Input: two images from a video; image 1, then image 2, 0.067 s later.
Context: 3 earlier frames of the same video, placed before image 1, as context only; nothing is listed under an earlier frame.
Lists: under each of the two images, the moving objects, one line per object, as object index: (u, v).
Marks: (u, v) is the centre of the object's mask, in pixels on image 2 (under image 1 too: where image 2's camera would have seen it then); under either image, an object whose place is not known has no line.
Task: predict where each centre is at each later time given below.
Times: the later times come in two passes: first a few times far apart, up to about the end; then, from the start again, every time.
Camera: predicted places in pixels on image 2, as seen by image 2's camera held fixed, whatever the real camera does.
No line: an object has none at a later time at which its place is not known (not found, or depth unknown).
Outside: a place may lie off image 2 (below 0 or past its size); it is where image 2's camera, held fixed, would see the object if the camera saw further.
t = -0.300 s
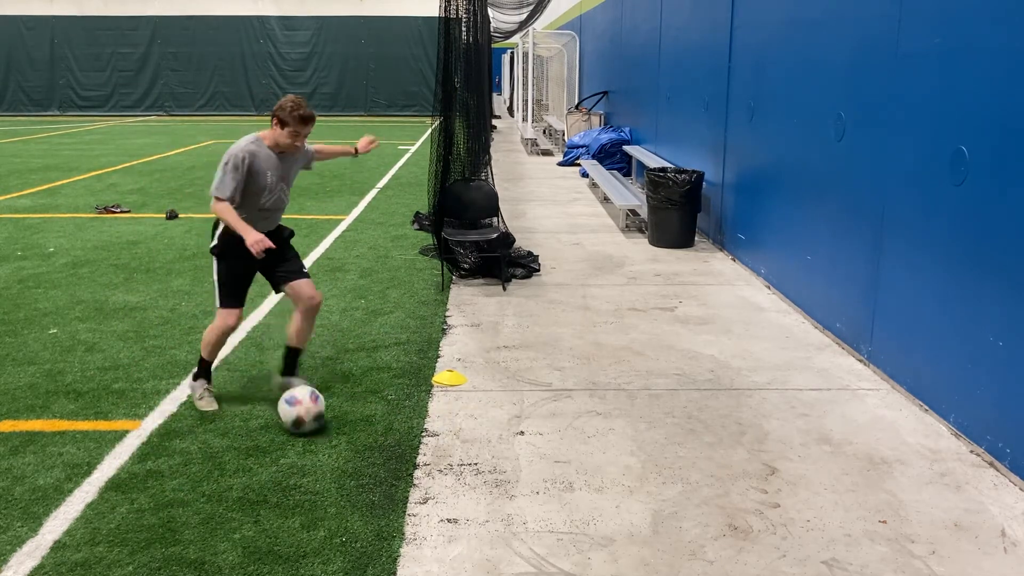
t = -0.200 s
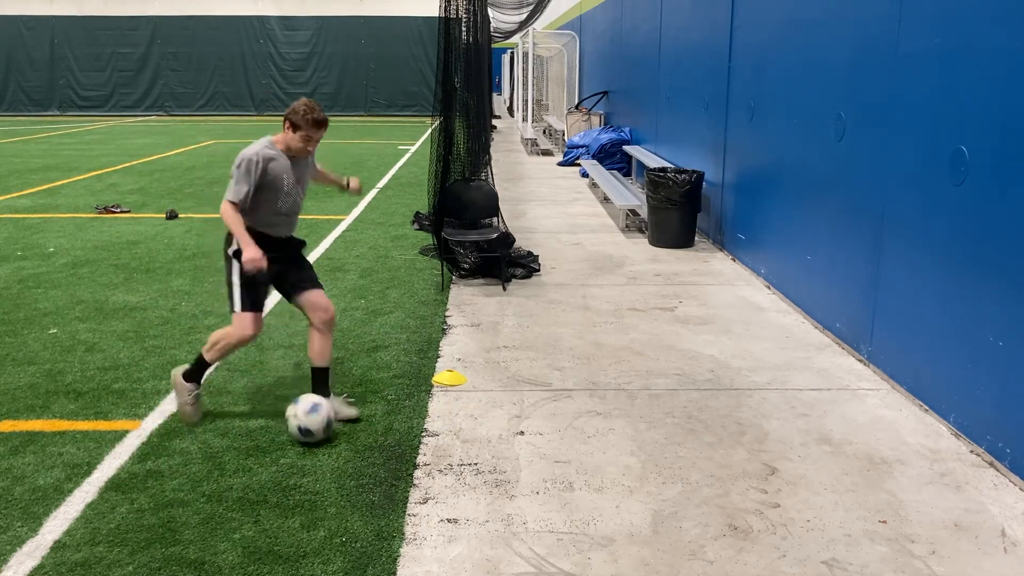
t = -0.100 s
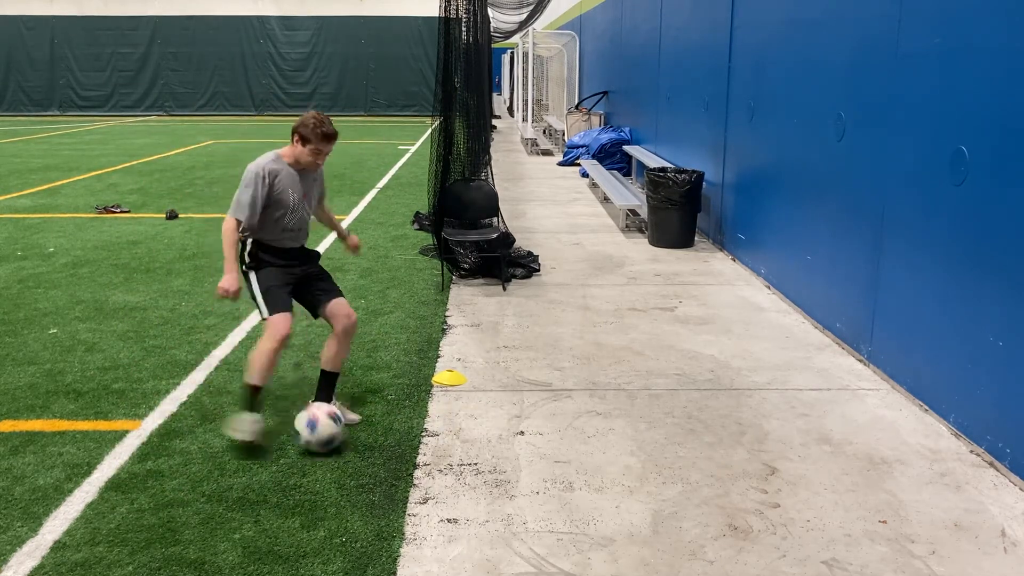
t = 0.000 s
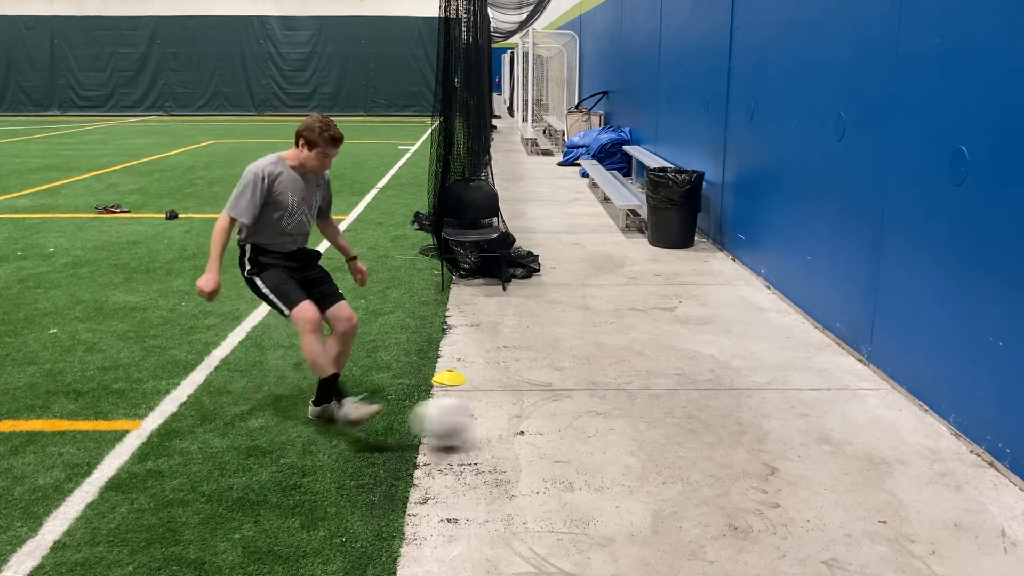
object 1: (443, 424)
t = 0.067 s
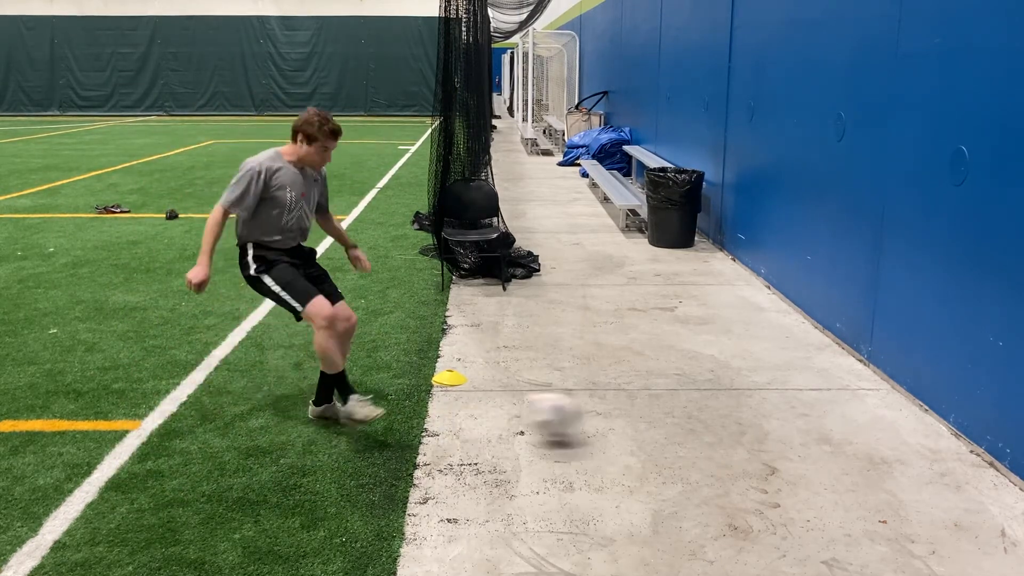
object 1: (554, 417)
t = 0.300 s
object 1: (893, 412)
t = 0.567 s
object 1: (700, 374)
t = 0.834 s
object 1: (450, 386)
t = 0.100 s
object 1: (608, 418)
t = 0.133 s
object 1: (660, 418)
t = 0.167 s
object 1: (709, 415)
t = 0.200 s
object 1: (754, 413)
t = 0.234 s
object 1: (802, 412)
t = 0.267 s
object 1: (848, 411)
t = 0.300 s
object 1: (893, 412)
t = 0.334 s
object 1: (935, 405)
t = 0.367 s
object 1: (910, 393)
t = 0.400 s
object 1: (877, 385)
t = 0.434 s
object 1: (843, 379)
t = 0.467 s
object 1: (806, 375)
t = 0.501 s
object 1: (773, 371)
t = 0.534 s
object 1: (737, 371)
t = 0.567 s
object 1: (700, 374)
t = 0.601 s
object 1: (664, 377)
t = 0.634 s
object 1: (630, 382)
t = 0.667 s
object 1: (596, 391)
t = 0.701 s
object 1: (561, 408)
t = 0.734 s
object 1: (529, 409)
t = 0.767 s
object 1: (504, 397)
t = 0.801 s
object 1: (478, 391)
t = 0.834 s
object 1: (450, 386)
